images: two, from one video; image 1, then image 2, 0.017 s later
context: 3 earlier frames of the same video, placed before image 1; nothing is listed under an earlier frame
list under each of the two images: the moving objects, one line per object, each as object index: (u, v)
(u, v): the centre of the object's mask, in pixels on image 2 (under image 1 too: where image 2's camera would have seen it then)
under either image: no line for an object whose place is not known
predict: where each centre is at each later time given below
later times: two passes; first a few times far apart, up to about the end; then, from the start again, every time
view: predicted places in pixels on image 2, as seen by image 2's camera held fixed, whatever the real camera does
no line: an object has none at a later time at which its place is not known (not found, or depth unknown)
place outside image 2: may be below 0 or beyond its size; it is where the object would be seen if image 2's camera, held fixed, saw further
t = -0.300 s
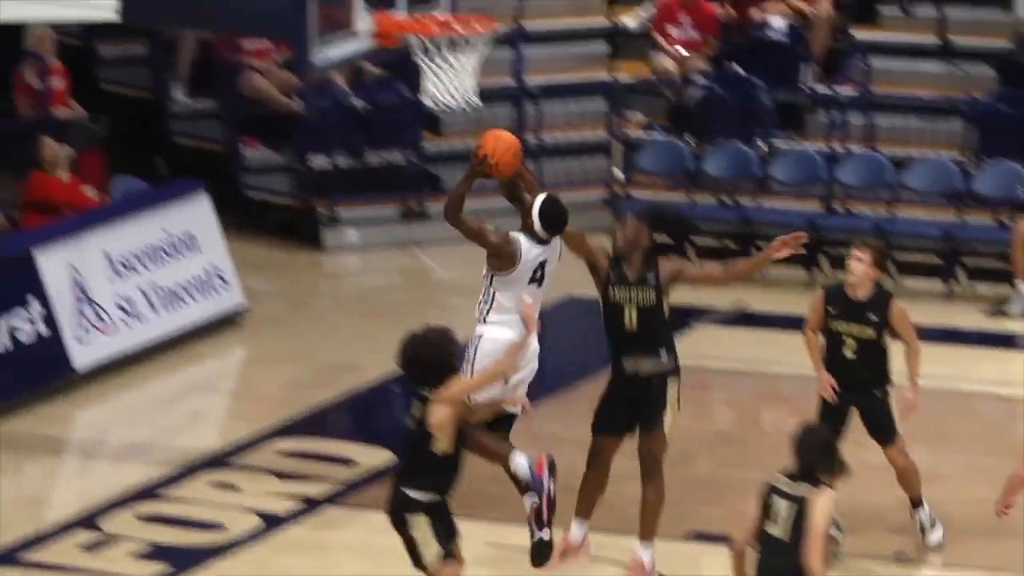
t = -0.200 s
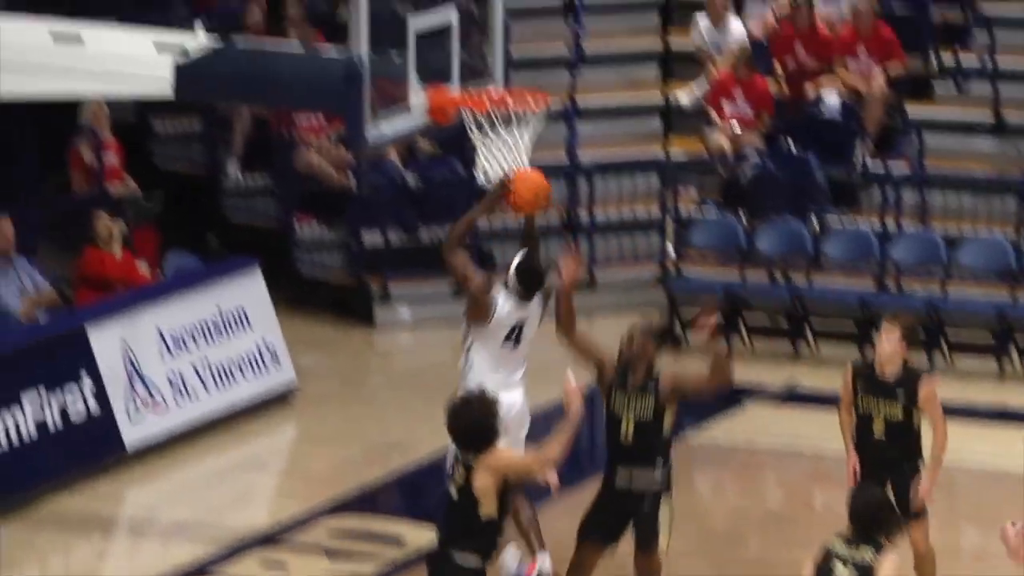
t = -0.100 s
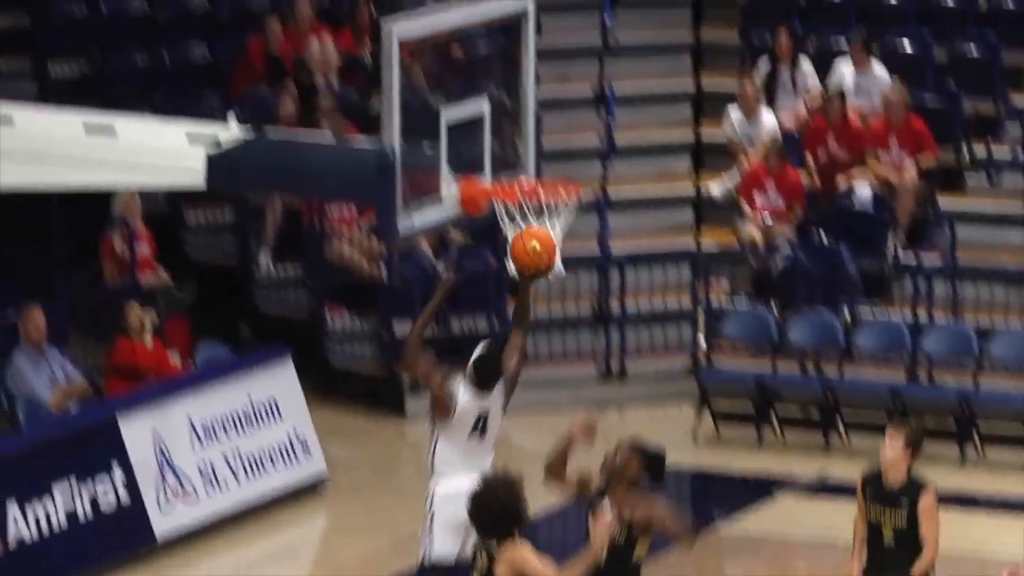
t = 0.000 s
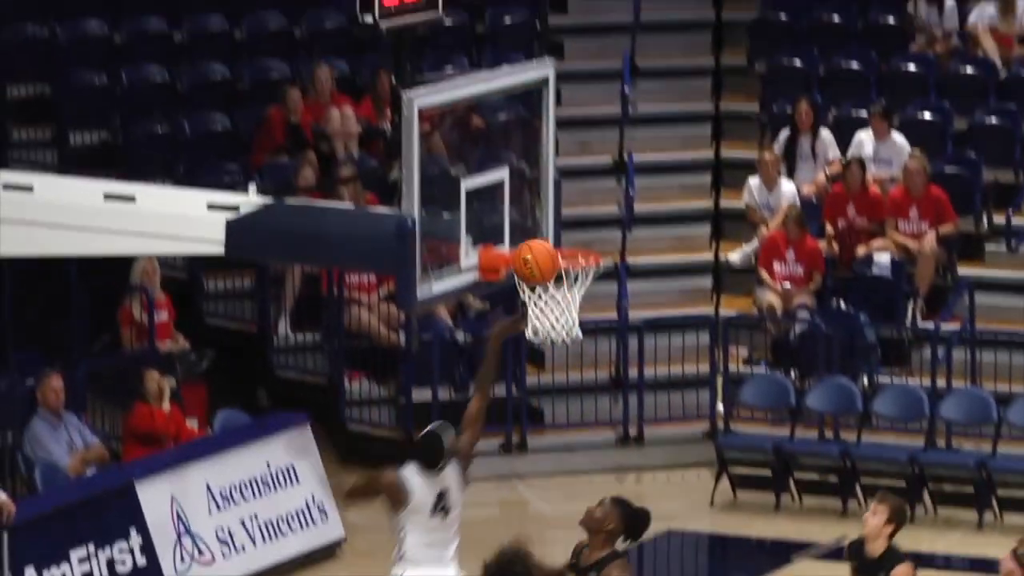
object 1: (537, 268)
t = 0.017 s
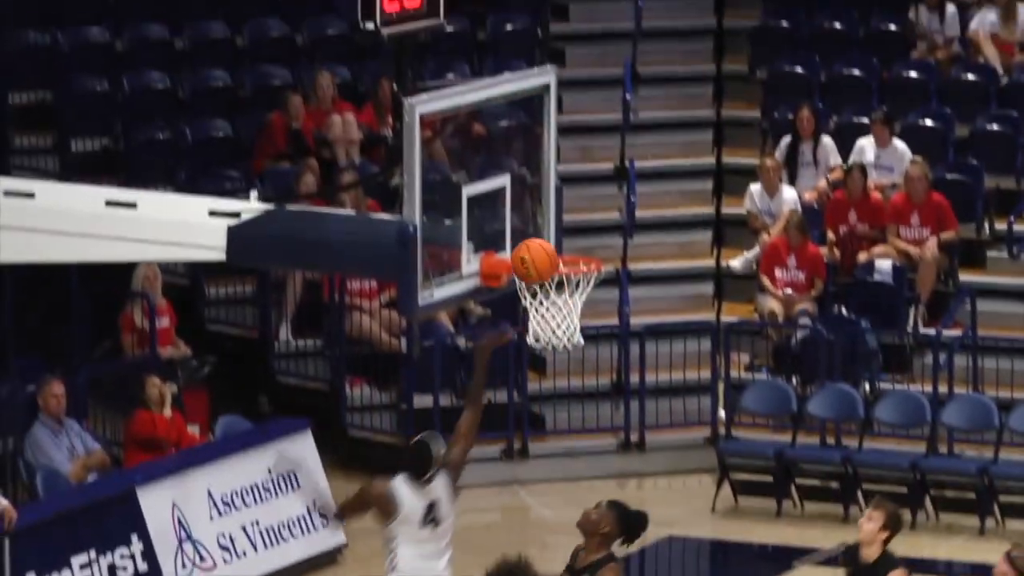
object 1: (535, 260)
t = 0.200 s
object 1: (511, 217)
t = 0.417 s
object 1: (520, 242)
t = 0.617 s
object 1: (578, 288)
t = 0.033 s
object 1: (532, 254)
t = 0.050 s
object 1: (530, 248)
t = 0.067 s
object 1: (528, 242)
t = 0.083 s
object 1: (526, 237)
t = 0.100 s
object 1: (524, 233)
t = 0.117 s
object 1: (523, 230)
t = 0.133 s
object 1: (521, 227)
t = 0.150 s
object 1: (519, 223)
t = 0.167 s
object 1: (515, 220)
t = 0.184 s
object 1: (513, 218)
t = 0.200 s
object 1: (511, 217)
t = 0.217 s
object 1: (508, 216)
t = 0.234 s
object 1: (506, 216)
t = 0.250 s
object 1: (504, 216)
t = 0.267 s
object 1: (501, 216)
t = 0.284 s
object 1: (499, 218)
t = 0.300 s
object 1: (497, 219)
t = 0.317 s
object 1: (497, 221)
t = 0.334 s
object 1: (501, 223)
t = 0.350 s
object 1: (505, 226)
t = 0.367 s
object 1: (509, 230)
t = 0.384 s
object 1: (513, 233)
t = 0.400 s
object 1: (516, 237)
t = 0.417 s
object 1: (520, 242)
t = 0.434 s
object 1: (524, 247)
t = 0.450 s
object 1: (528, 249)
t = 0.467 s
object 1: (532, 251)
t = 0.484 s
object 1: (537, 253)
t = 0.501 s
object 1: (541, 255)
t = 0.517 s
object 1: (546, 257)
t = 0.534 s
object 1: (552, 258)
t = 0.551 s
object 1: (555, 260)
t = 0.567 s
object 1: (562, 270)
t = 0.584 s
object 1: (566, 276)
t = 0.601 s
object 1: (571, 282)
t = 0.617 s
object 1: (578, 288)
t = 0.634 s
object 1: (581, 292)
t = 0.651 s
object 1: (585, 297)
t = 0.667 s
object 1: (590, 296)
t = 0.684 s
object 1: (592, 296)
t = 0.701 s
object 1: (594, 296)
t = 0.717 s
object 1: (595, 298)
